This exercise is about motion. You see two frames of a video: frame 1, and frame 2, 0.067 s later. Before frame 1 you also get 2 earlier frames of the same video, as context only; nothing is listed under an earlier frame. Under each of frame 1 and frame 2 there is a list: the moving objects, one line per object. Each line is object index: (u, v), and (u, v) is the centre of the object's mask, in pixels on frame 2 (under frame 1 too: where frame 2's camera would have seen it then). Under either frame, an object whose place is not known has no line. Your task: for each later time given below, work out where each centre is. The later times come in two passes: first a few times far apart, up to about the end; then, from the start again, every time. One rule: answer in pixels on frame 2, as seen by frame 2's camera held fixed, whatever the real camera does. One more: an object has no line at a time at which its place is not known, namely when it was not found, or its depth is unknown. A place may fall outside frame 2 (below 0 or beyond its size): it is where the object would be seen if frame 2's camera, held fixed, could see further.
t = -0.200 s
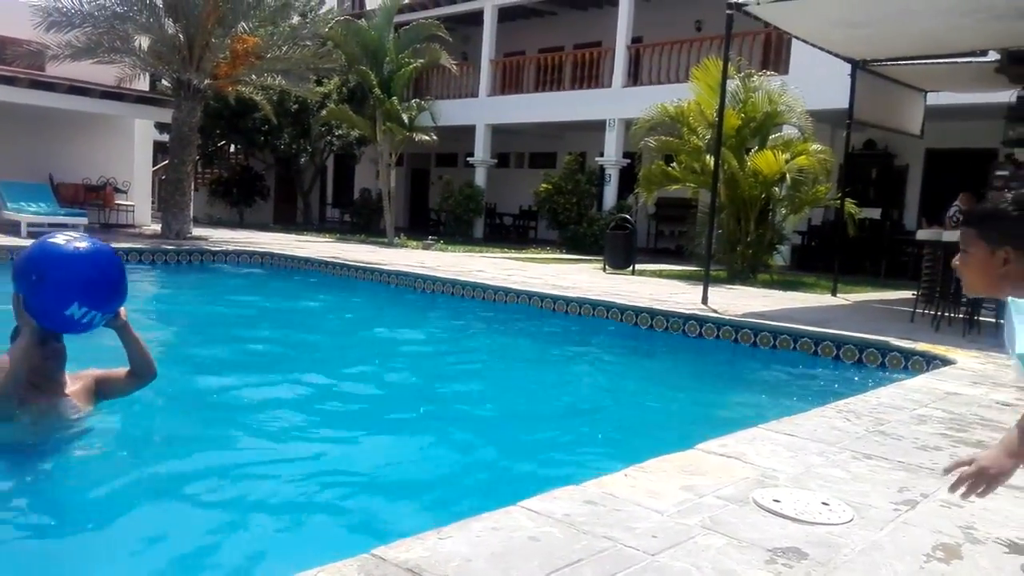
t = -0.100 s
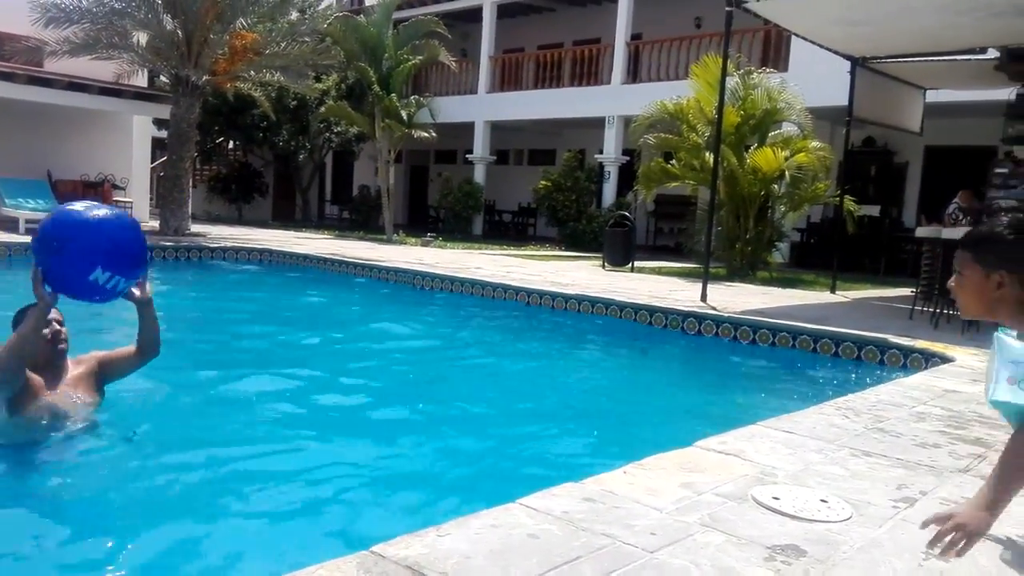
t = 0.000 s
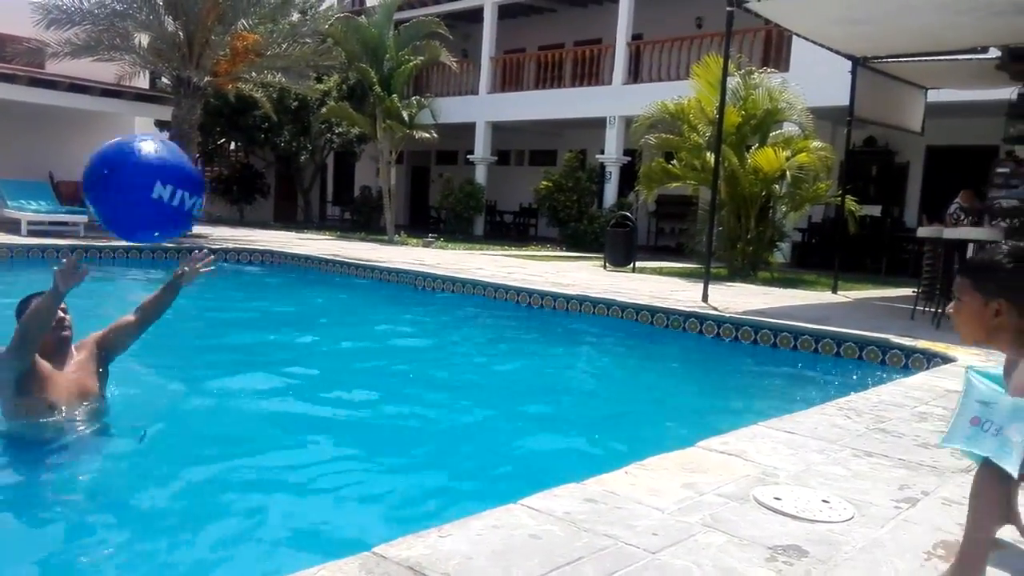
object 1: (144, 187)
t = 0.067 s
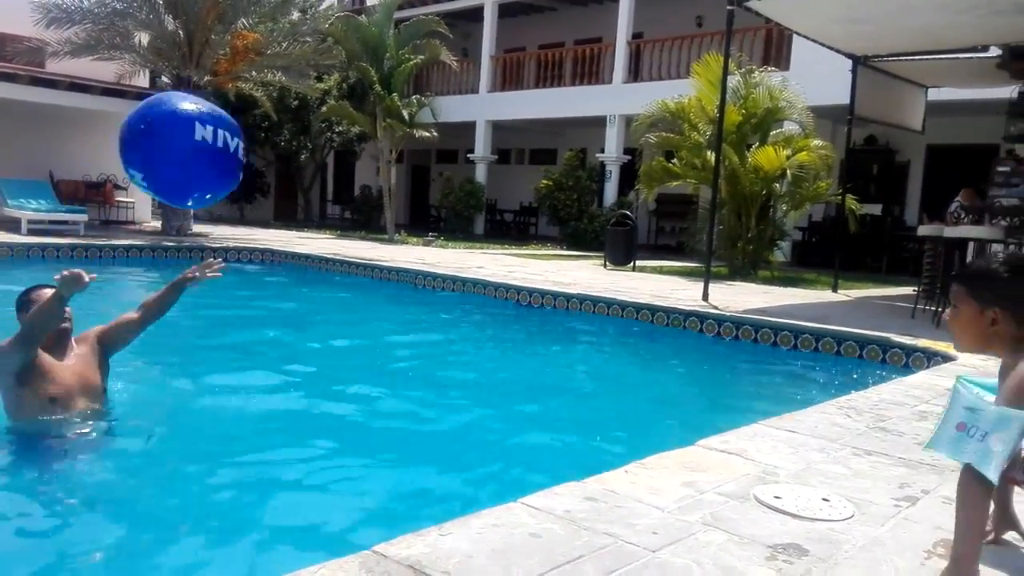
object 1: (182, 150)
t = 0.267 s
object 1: (309, 75)
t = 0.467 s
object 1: (464, 85)
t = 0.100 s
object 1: (202, 133)
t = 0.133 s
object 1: (221, 118)
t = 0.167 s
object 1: (243, 105)
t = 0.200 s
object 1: (264, 92)
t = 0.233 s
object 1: (286, 82)
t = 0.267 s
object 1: (309, 75)
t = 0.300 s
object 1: (332, 70)
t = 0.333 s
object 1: (357, 69)
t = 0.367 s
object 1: (382, 70)
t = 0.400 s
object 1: (409, 73)
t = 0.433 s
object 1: (435, 77)
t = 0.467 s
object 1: (464, 85)
